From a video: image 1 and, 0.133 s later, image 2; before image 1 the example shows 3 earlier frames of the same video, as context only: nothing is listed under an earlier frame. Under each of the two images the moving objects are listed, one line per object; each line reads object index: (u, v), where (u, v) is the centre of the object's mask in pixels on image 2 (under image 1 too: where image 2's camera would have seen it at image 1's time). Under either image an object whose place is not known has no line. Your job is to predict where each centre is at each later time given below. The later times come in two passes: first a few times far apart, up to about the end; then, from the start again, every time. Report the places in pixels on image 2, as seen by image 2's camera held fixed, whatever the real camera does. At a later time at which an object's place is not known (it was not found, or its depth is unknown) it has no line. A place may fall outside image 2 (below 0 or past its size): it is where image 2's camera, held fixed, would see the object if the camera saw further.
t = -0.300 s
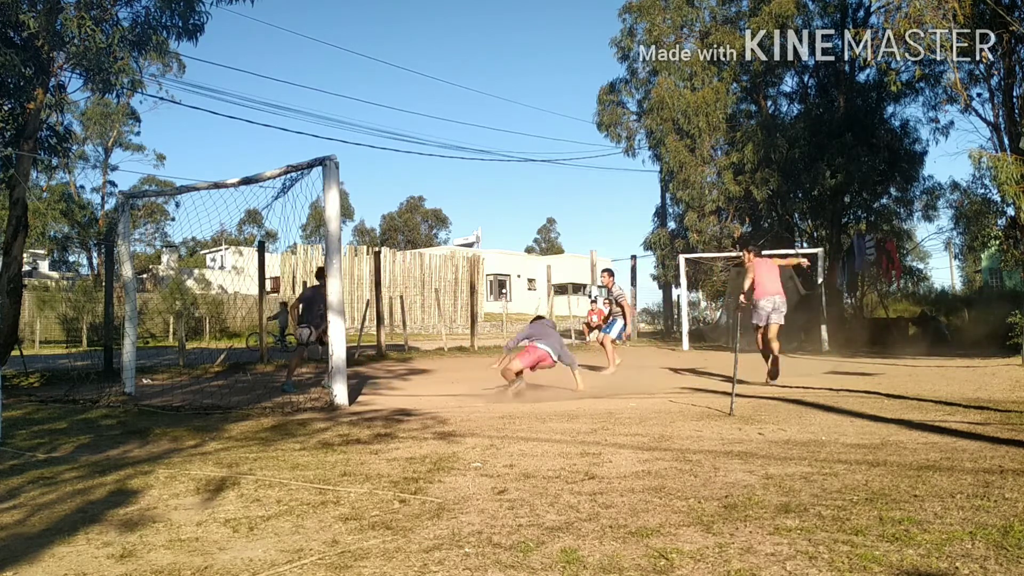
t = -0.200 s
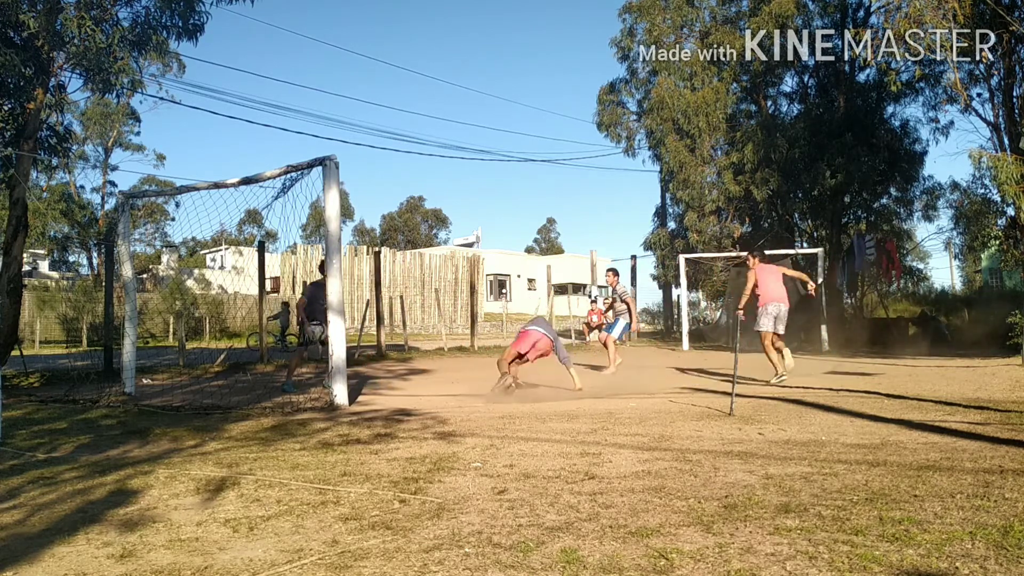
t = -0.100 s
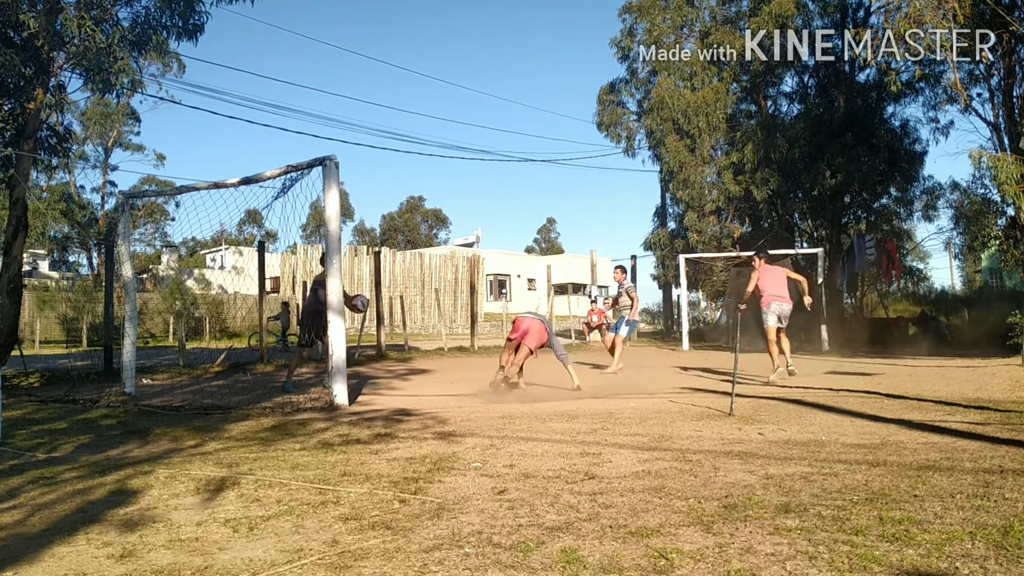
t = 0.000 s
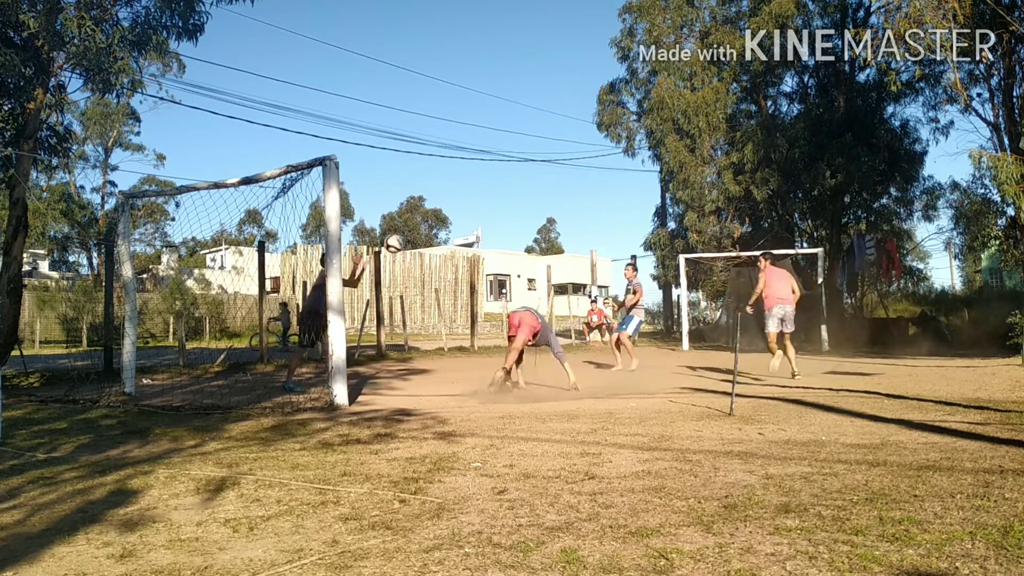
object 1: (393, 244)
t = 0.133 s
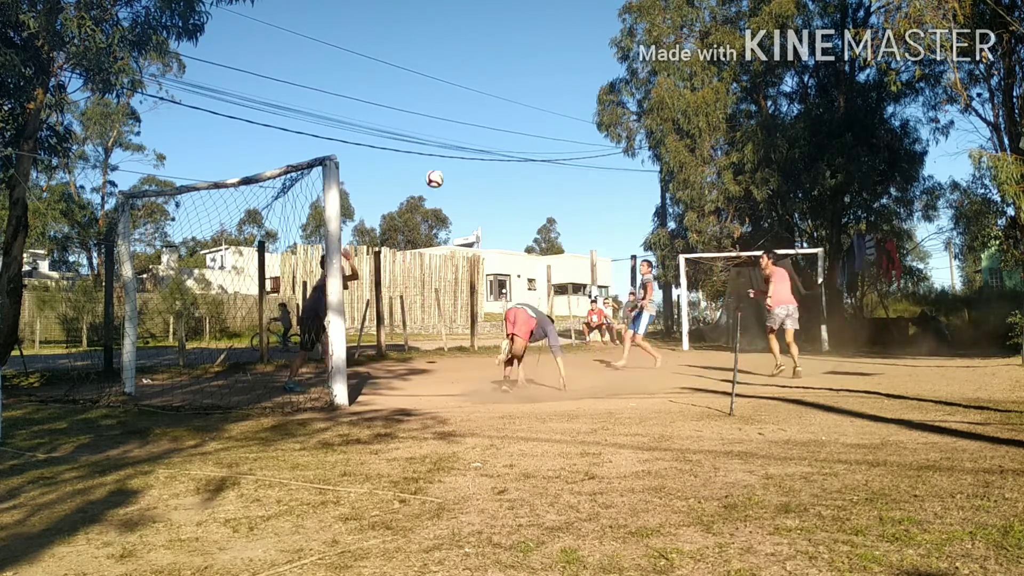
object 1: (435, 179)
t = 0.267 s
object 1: (472, 134)
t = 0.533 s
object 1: (539, 93)
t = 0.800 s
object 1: (597, 105)
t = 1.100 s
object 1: (656, 172)
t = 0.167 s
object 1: (444, 166)
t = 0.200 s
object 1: (454, 154)
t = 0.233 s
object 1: (463, 143)
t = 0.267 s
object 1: (472, 134)
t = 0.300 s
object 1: (481, 125)
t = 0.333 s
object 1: (490, 118)
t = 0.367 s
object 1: (498, 111)
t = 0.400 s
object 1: (507, 106)
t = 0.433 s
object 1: (515, 101)
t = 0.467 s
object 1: (523, 98)
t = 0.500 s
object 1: (531, 95)
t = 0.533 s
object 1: (539, 93)
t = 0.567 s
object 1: (547, 92)
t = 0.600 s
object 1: (554, 91)
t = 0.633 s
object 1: (562, 92)
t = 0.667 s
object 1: (569, 93)
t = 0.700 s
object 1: (576, 95)
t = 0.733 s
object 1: (584, 98)
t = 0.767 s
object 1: (591, 101)
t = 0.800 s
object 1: (597, 105)
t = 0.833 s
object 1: (605, 110)
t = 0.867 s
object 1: (612, 115)
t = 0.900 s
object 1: (618, 121)
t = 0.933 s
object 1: (625, 128)
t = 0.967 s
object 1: (632, 136)
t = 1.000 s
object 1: (638, 144)
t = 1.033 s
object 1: (645, 152)
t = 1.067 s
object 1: (650, 162)
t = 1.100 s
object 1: (656, 172)
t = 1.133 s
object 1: (662, 182)
